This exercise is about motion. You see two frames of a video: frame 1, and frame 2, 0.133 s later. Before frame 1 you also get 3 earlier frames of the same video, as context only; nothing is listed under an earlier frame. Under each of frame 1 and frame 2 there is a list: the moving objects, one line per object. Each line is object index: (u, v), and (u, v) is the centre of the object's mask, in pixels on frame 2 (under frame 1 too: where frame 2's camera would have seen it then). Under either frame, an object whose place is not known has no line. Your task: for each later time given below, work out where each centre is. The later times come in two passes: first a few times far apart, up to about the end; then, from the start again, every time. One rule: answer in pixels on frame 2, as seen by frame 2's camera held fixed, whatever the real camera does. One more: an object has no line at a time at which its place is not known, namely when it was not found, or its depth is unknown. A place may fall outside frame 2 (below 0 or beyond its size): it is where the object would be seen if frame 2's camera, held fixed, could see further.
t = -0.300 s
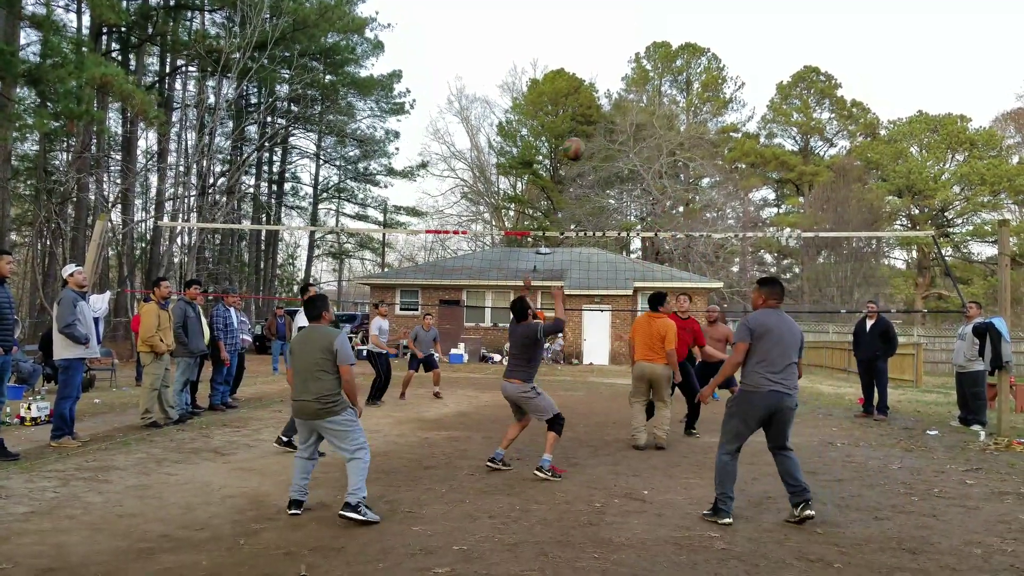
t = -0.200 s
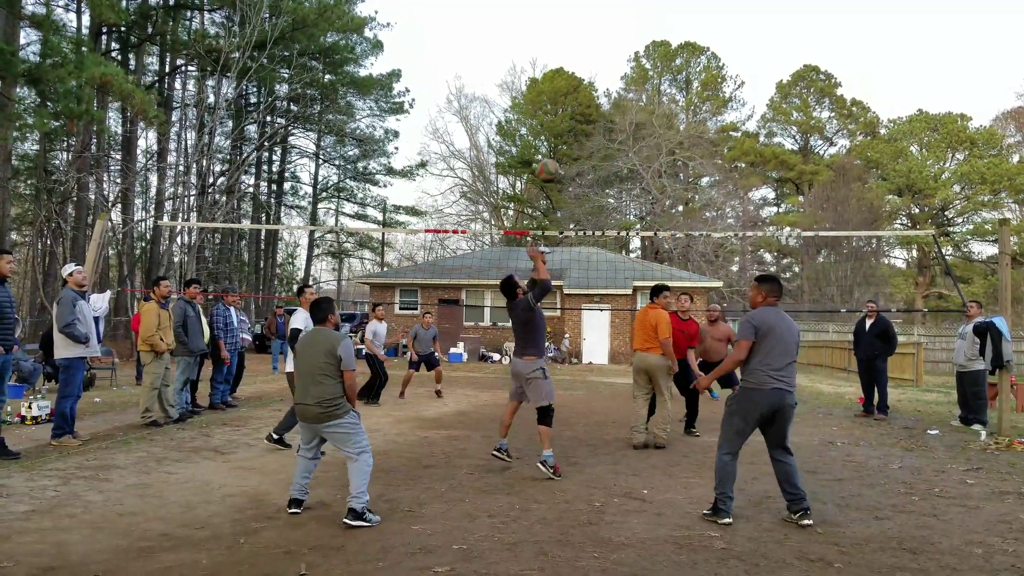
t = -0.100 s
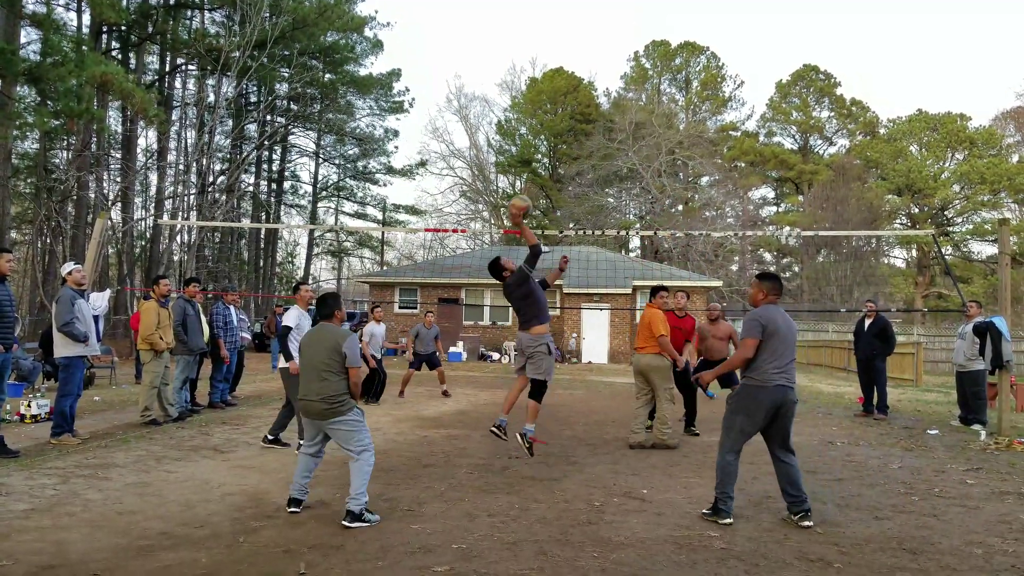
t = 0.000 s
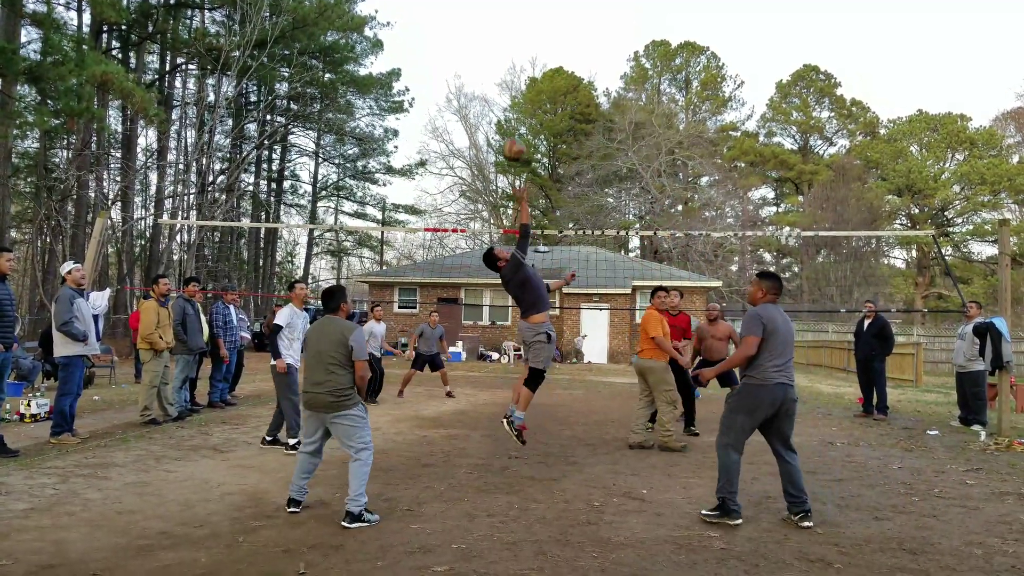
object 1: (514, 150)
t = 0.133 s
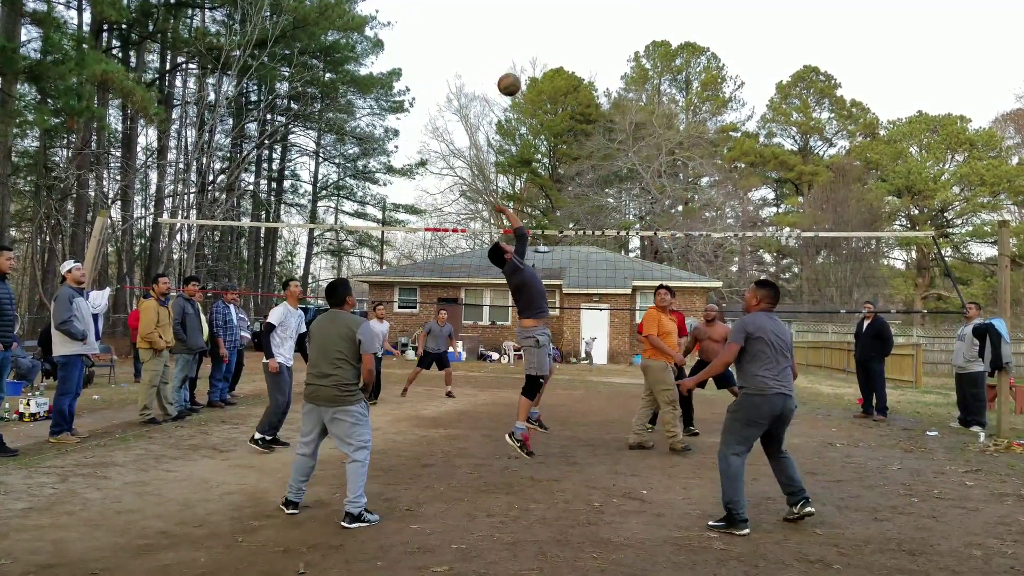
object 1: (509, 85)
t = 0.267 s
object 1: (503, 42)
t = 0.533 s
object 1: (492, 16)
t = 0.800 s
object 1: (479, 61)
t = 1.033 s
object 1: (467, 150)
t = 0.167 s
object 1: (508, 72)
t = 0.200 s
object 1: (507, 60)
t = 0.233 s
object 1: (505, 50)
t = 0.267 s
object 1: (503, 42)
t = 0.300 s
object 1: (502, 35)
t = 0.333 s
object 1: (500, 28)
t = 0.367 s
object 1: (499, 23)
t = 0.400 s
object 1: (498, 19)
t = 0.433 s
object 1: (496, 17)
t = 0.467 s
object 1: (495, 16)
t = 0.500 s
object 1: (493, 15)
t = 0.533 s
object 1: (492, 16)
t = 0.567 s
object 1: (491, 18)
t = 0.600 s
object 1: (489, 21)
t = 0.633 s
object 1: (488, 25)
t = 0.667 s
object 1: (486, 30)
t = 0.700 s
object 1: (485, 36)
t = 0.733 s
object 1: (483, 43)
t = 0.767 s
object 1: (481, 51)
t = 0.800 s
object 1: (479, 61)
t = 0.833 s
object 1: (478, 71)
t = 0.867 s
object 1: (476, 82)
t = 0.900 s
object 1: (474, 93)
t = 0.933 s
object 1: (473, 106)
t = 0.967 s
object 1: (471, 120)
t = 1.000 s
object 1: (469, 135)
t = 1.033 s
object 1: (467, 150)
